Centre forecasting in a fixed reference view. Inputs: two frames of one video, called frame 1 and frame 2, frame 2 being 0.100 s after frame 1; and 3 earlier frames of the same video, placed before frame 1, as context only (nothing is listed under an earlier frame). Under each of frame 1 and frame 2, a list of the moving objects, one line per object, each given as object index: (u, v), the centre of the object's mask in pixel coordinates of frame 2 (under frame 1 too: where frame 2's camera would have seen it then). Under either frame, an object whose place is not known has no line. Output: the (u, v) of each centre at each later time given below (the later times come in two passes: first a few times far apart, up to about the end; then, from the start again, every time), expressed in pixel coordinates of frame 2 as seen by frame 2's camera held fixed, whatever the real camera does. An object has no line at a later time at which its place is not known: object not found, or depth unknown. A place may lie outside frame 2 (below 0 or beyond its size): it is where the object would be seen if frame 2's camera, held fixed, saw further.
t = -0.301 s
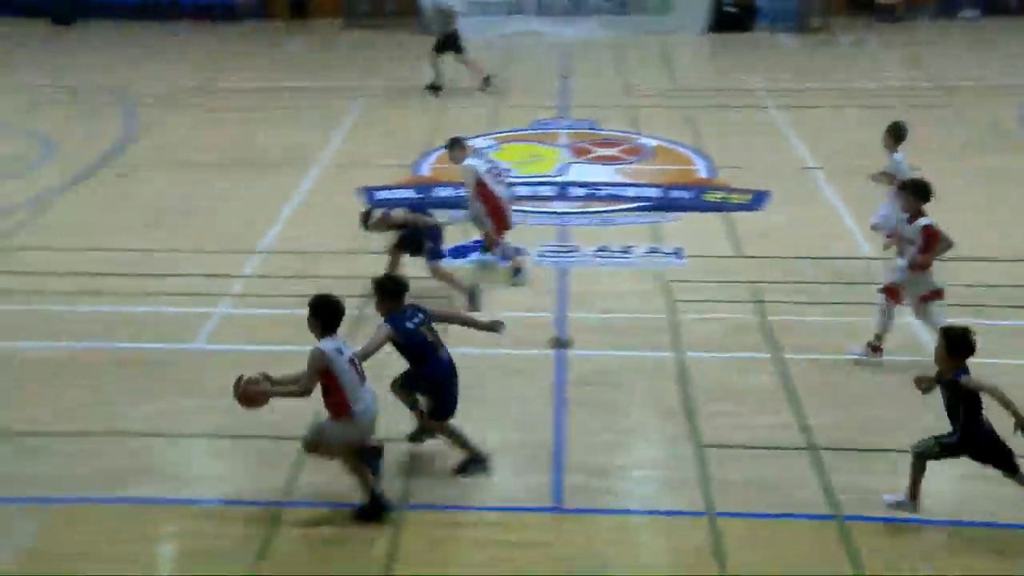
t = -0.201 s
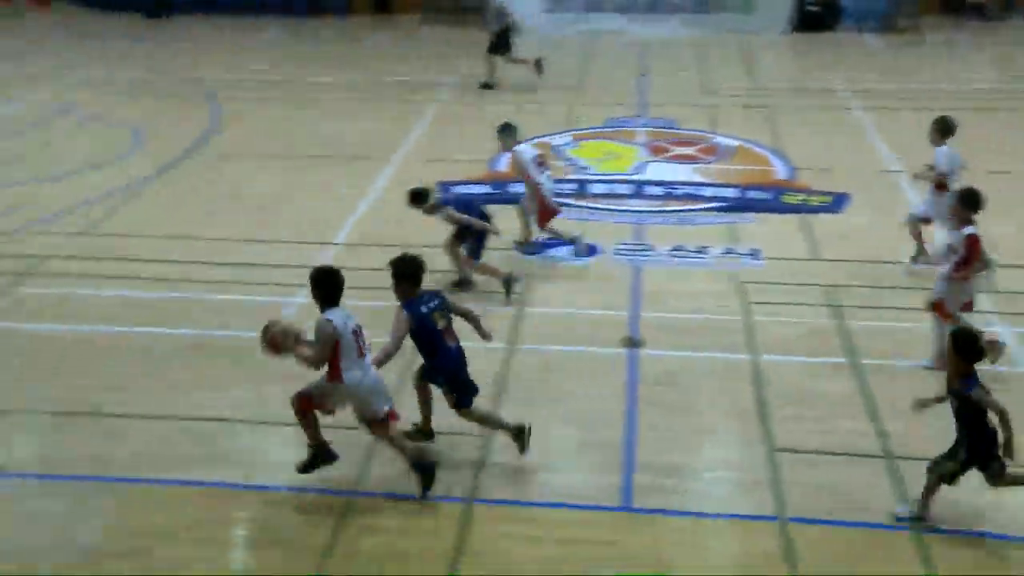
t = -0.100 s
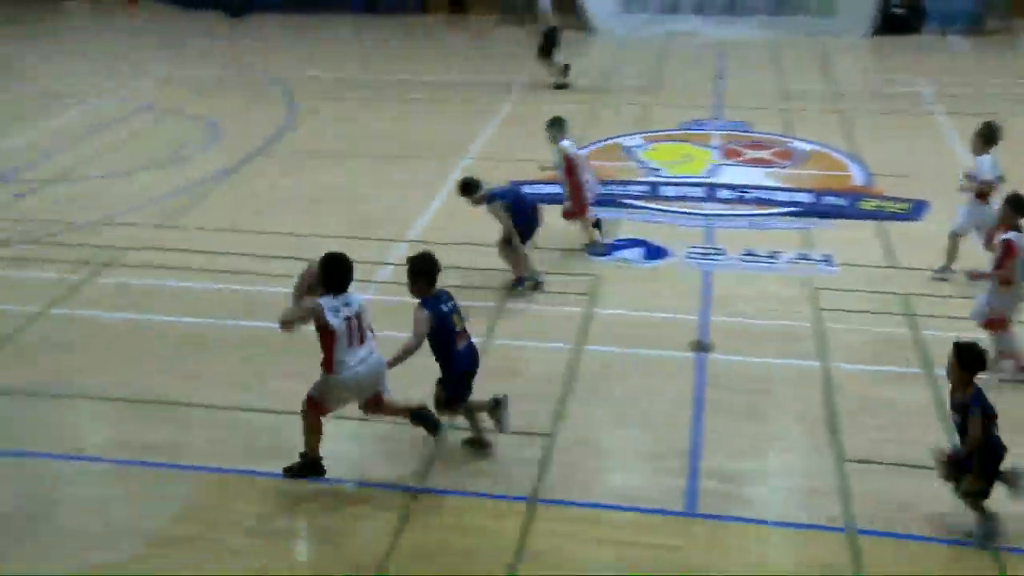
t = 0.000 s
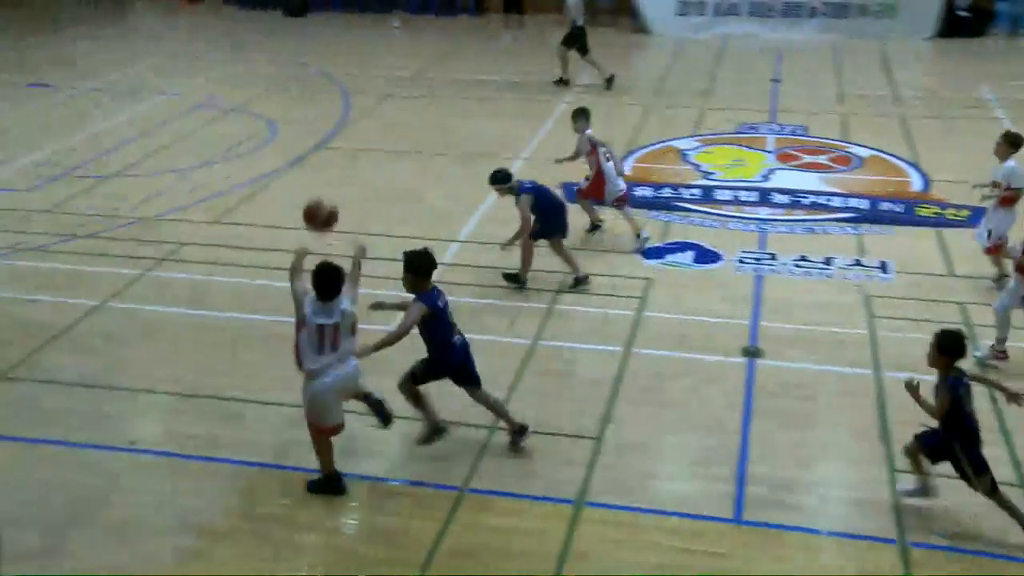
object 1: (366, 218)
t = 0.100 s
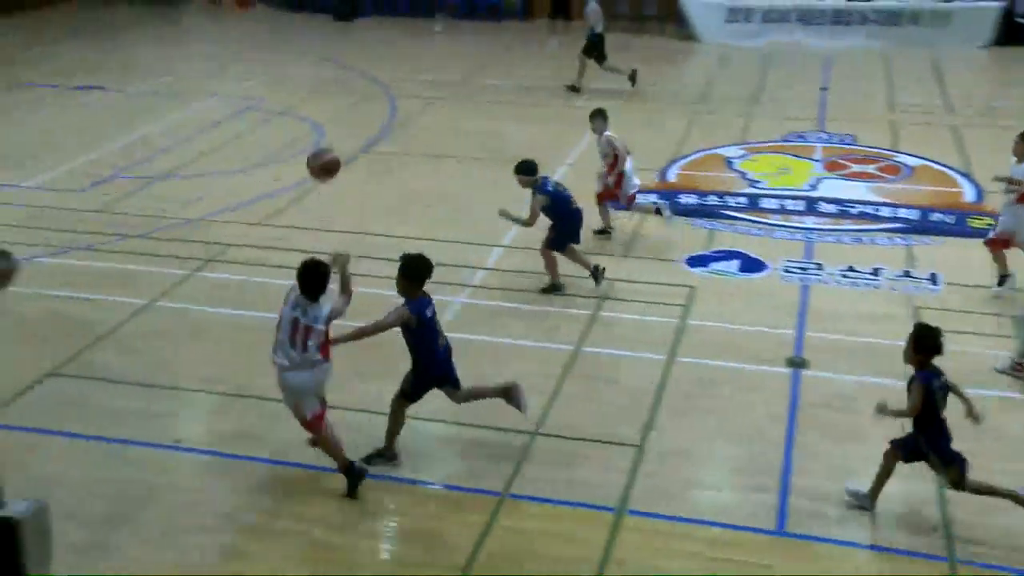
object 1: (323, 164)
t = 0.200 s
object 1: (285, 128)
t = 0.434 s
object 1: (217, 103)
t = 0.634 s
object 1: (177, 132)
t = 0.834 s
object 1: (148, 190)
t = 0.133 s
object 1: (310, 150)
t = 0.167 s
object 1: (298, 138)
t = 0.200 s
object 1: (285, 128)
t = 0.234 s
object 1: (274, 119)
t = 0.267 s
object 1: (263, 113)
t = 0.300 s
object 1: (253, 108)
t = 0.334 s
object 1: (243, 105)
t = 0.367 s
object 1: (234, 103)
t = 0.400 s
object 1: (226, 103)
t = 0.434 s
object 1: (217, 103)
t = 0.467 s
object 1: (209, 105)
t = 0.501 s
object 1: (202, 108)
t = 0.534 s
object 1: (194, 112)
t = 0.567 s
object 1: (187, 118)
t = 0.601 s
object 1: (182, 125)
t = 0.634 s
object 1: (177, 132)
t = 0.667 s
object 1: (171, 140)
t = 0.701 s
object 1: (166, 149)
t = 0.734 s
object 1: (161, 158)
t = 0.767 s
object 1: (156, 168)
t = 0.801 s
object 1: (152, 179)
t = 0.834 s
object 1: (148, 190)
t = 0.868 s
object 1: (144, 204)
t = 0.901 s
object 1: (140, 214)
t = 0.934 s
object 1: (133, 198)
